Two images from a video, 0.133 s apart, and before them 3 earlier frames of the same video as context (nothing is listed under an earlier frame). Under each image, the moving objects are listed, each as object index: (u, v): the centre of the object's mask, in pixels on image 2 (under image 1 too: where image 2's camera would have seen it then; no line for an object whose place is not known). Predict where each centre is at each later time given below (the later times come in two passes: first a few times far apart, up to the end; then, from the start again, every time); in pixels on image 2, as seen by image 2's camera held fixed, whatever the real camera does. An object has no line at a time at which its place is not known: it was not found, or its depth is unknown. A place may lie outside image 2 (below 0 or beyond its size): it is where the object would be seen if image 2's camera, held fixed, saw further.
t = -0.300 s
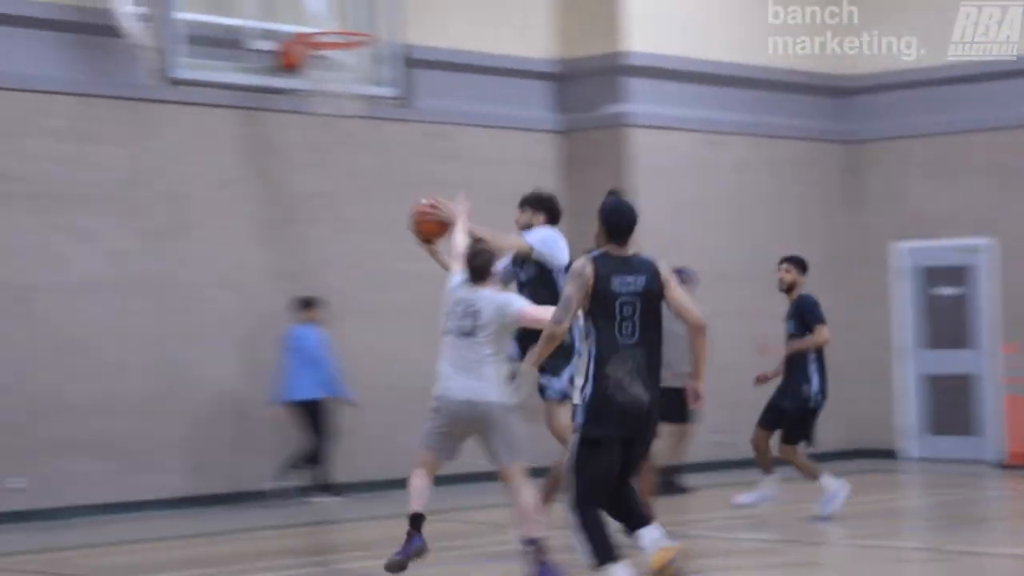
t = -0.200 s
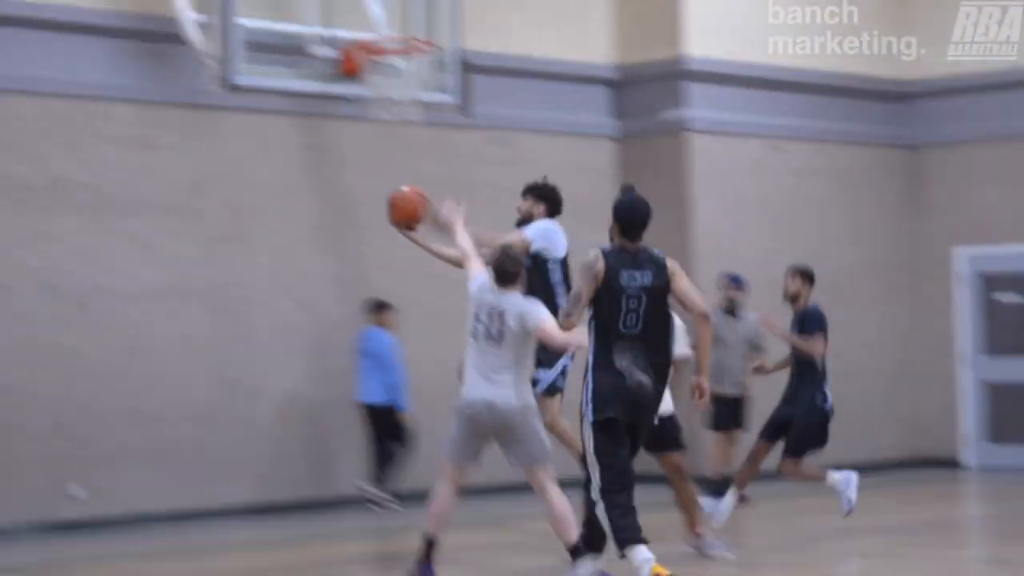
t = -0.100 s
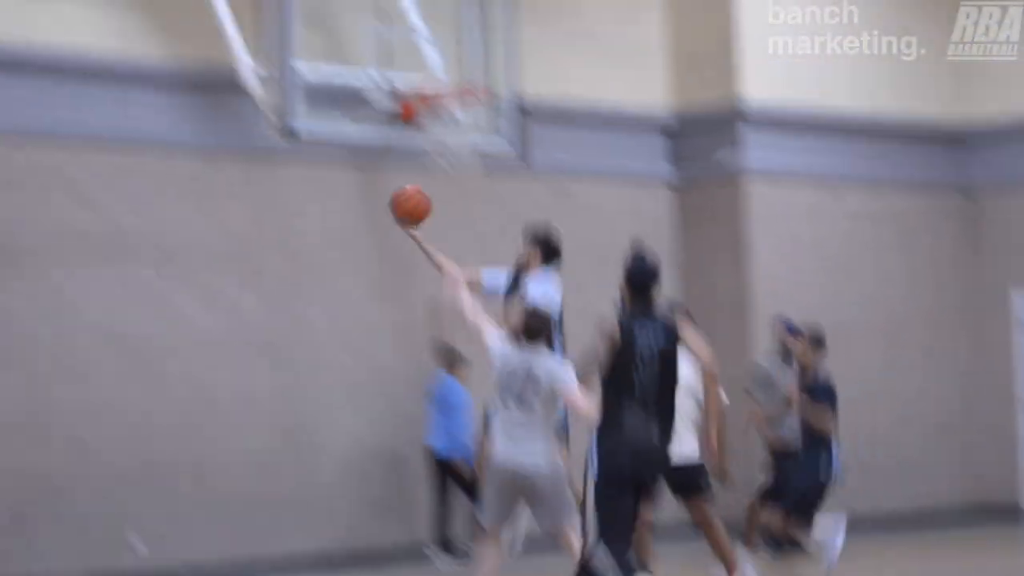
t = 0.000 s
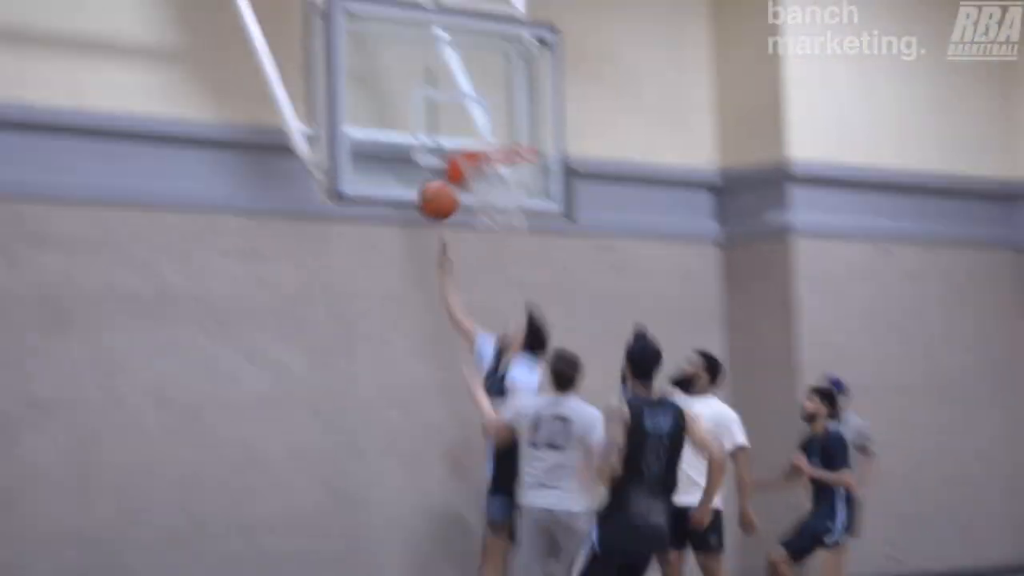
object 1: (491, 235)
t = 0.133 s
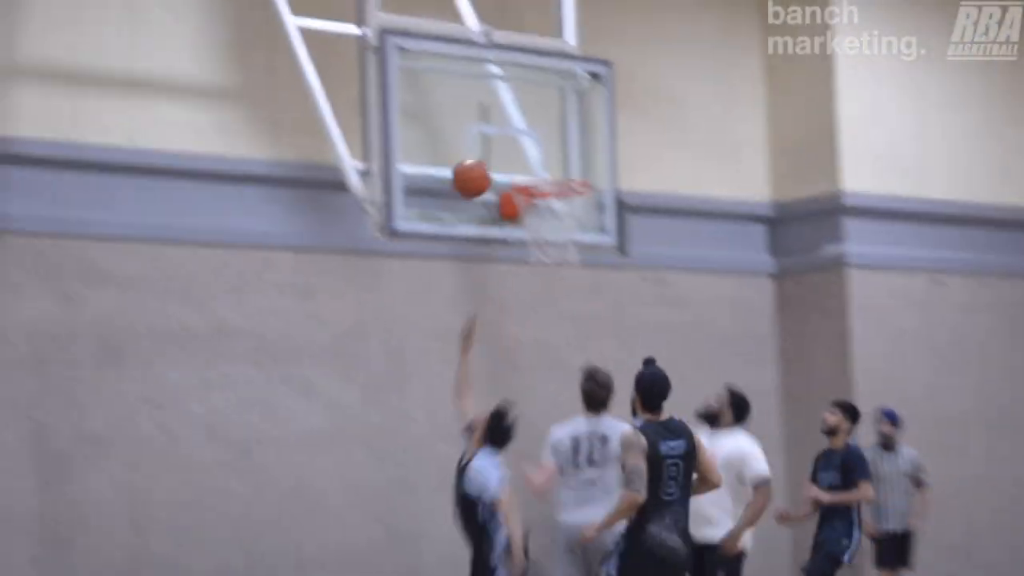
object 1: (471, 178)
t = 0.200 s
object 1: (470, 159)
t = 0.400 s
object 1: (524, 142)
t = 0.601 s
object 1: (563, 159)
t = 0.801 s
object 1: (569, 176)
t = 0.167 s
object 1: (466, 168)
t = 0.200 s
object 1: (470, 159)
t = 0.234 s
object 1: (479, 149)
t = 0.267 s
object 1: (488, 146)
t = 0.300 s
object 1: (497, 144)
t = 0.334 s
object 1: (506, 142)
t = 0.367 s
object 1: (515, 141)
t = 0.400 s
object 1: (524, 142)
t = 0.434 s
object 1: (534, 146)
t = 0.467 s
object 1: (544, 152)
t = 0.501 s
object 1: (554, 158)
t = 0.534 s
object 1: (559, 160)
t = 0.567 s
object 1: (561, 159)
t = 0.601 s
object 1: (563, 159)
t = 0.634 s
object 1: (565, 161)
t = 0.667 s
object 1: (568, 163)
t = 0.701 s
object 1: (569, 164)
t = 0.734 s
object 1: (569, 165)
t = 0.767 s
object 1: (570, 167)
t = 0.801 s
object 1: (569, 176)
